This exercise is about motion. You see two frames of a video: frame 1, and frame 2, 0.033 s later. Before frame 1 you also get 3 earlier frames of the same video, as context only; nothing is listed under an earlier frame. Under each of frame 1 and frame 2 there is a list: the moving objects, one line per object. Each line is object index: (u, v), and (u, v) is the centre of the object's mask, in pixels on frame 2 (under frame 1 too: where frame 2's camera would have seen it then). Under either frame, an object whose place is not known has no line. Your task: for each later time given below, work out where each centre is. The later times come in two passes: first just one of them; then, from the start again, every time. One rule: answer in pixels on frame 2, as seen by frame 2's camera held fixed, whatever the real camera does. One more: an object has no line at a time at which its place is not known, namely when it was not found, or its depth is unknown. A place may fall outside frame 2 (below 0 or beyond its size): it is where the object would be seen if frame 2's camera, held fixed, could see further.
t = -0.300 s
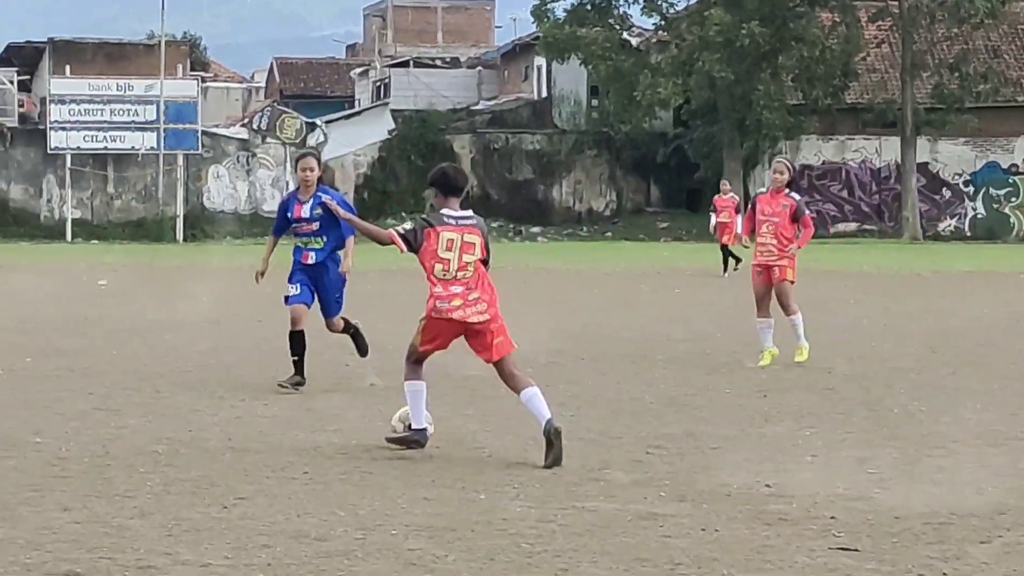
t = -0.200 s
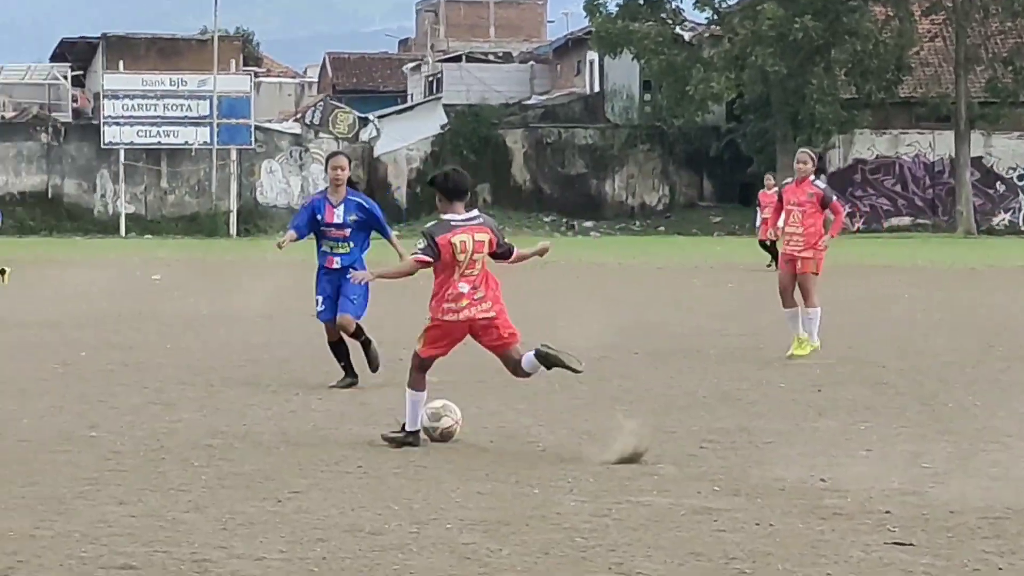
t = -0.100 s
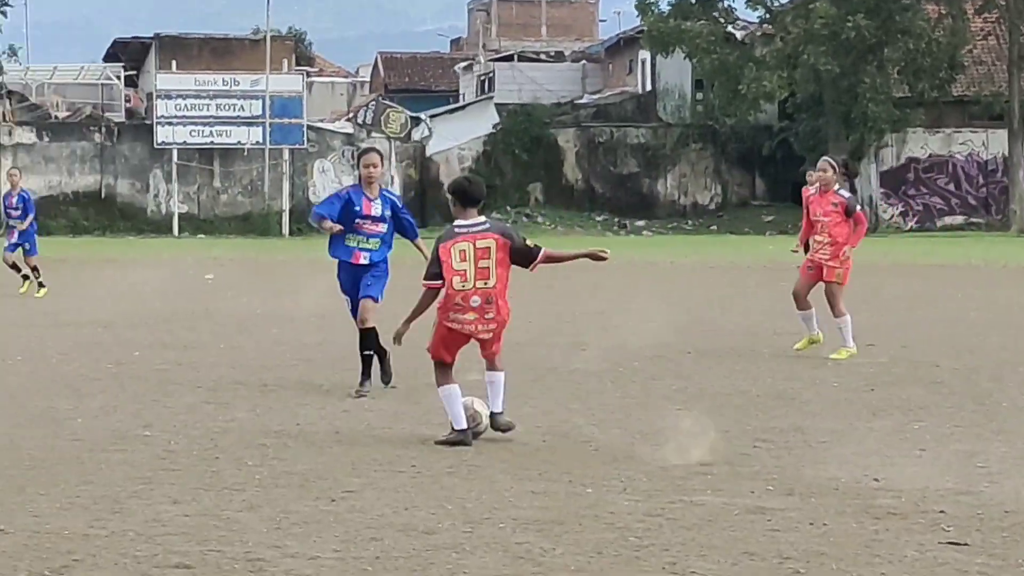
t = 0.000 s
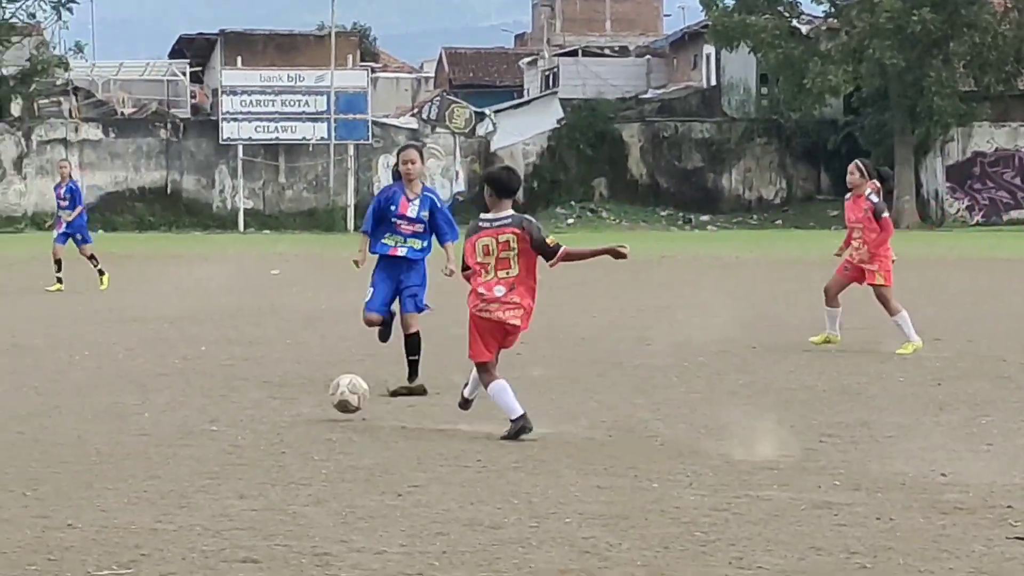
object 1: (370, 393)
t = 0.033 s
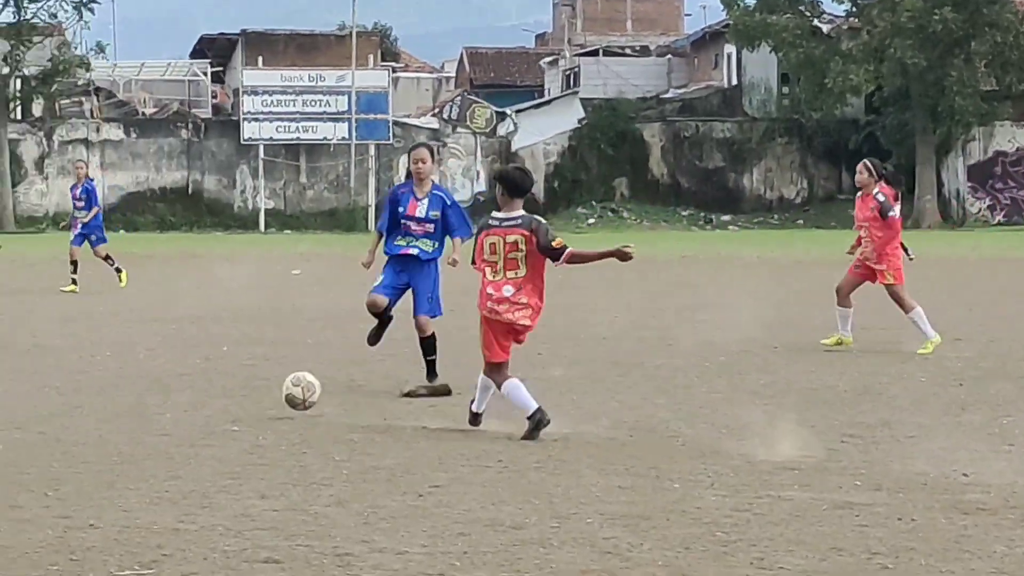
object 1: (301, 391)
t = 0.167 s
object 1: (52, 383)
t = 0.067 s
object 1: (235, 391)
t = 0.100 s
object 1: (171, 392)
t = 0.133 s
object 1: (109, 390)
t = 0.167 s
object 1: (52, 383)
